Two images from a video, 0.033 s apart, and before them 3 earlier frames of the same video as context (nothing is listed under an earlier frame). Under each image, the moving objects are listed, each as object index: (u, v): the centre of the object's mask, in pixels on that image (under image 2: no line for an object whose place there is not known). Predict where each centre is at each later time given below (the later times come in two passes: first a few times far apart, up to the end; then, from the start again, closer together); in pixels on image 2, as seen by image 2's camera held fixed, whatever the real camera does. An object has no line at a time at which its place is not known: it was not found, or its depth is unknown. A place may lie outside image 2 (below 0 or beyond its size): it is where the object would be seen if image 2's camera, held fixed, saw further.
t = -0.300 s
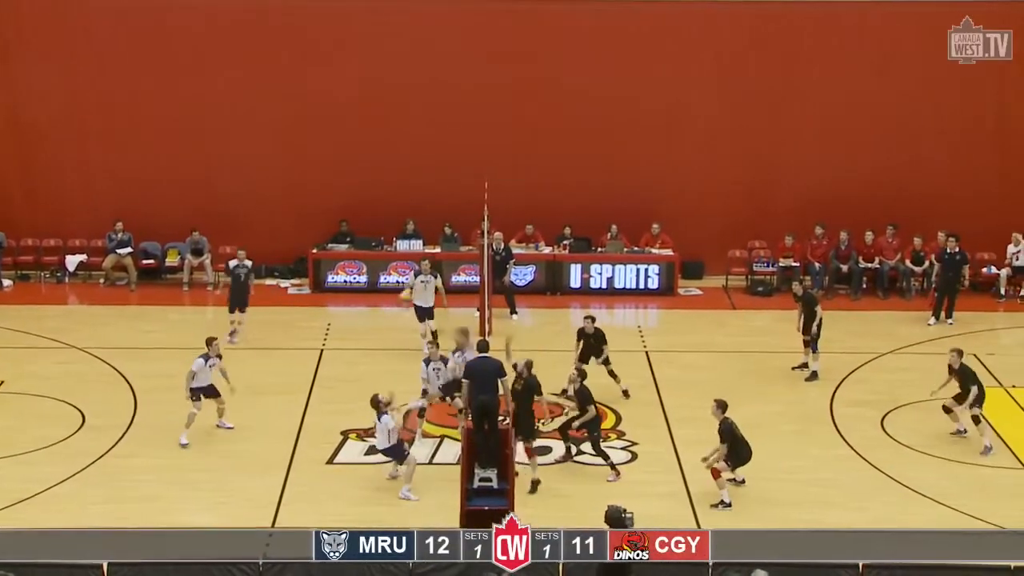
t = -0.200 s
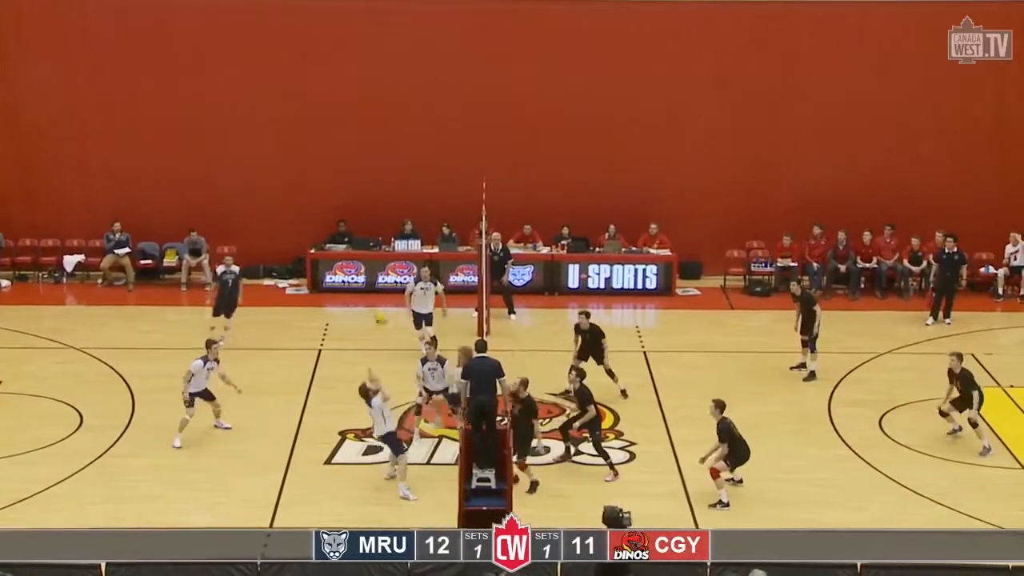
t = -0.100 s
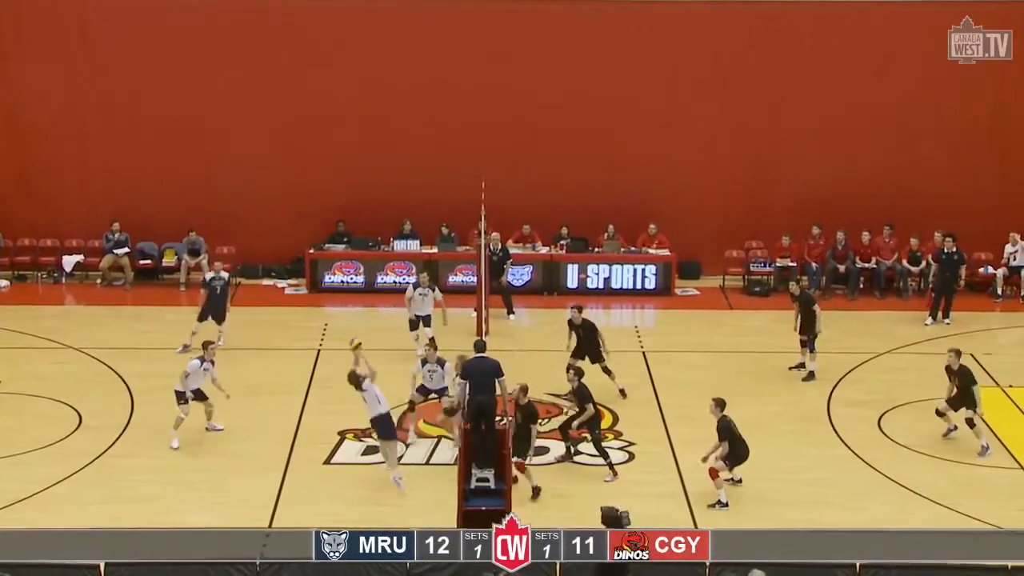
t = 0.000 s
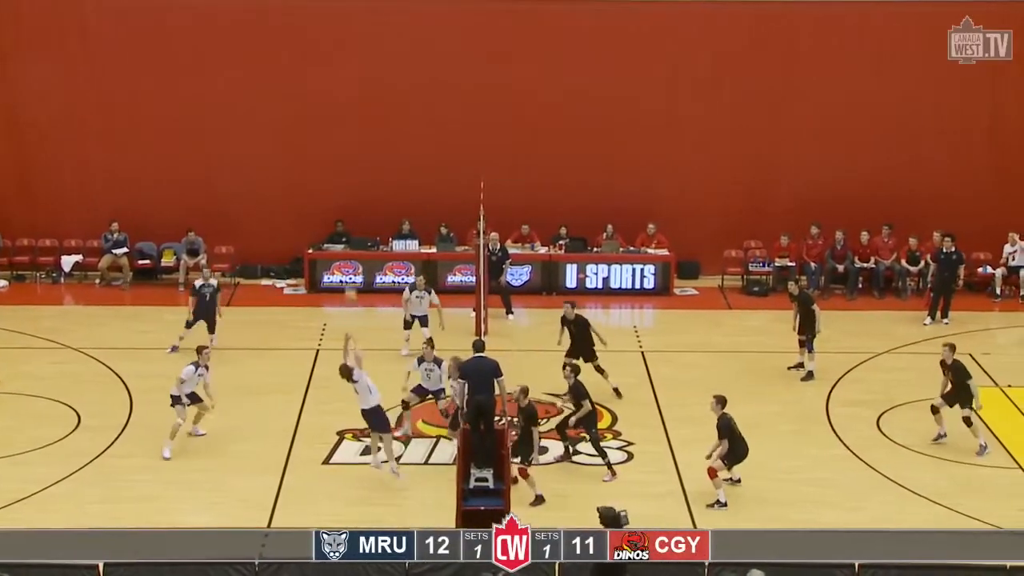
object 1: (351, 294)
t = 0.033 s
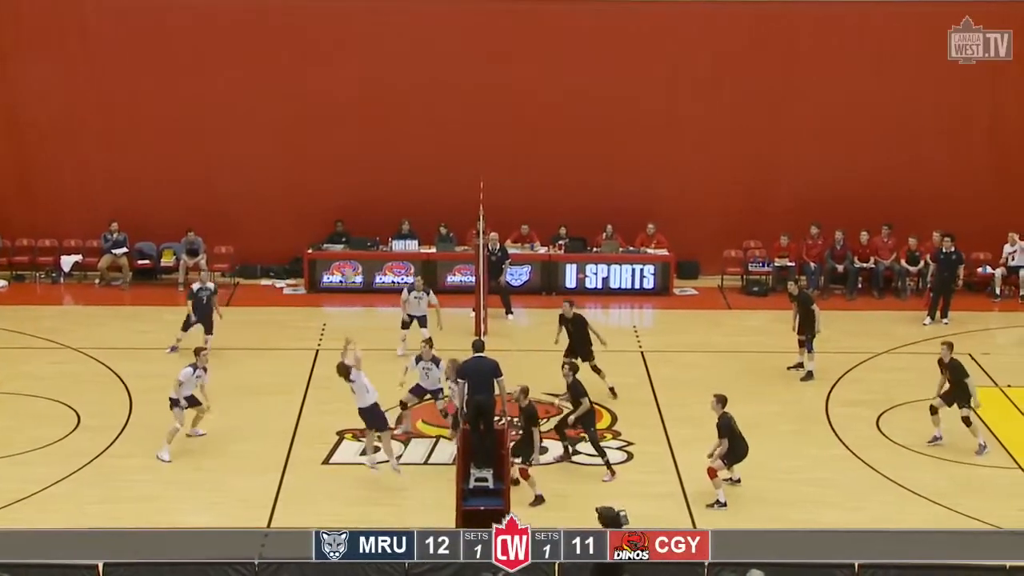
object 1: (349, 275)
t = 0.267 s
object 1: (341, 168)
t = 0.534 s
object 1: (331, 90)
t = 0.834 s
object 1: (324, 60)
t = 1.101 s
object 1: (318, 85)
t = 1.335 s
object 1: (313, 143)
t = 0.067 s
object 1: (348, 255)
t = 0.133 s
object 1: (346, 224)
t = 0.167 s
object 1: (344, 210)
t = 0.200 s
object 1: (343, 195)
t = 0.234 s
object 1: (342, 181)
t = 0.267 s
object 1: (341, 168)
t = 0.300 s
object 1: (340, 155)
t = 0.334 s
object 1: (338, 144)
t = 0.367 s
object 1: (338, 133)
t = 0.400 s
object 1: (336, 123)
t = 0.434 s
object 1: (334, 113)
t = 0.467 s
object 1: (333, 104)
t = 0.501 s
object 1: (332, 97)
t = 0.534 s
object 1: (331, 90)
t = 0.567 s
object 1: (330, 84)
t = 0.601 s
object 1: (330, 79)
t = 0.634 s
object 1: (328, 73)
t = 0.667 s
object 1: (328, 69)
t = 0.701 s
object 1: (327, 66)
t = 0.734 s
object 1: (326, 64)
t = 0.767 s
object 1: (325, 62)
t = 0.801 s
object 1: (325, 60)
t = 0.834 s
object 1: (324, 60)
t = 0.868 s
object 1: (323, 61)
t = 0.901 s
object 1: (321, 63)
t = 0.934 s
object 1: (321, 65)
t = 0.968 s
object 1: (320, 67)
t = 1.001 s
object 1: (320, 71)
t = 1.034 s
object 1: (319, 75)
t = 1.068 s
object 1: (318, 80)
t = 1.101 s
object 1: (318, 85)
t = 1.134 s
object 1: (317, 92)
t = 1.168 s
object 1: (317, 99)
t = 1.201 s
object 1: (316, 106)
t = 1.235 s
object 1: (314, 114)
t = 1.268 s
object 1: (314, 123)
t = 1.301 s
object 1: (313, 132)
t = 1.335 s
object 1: (313, 143)
